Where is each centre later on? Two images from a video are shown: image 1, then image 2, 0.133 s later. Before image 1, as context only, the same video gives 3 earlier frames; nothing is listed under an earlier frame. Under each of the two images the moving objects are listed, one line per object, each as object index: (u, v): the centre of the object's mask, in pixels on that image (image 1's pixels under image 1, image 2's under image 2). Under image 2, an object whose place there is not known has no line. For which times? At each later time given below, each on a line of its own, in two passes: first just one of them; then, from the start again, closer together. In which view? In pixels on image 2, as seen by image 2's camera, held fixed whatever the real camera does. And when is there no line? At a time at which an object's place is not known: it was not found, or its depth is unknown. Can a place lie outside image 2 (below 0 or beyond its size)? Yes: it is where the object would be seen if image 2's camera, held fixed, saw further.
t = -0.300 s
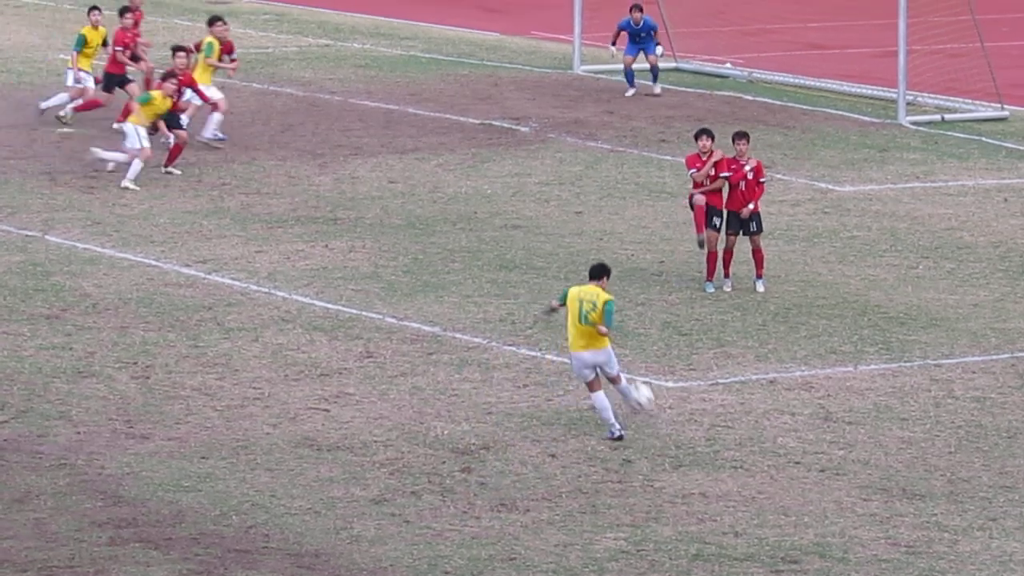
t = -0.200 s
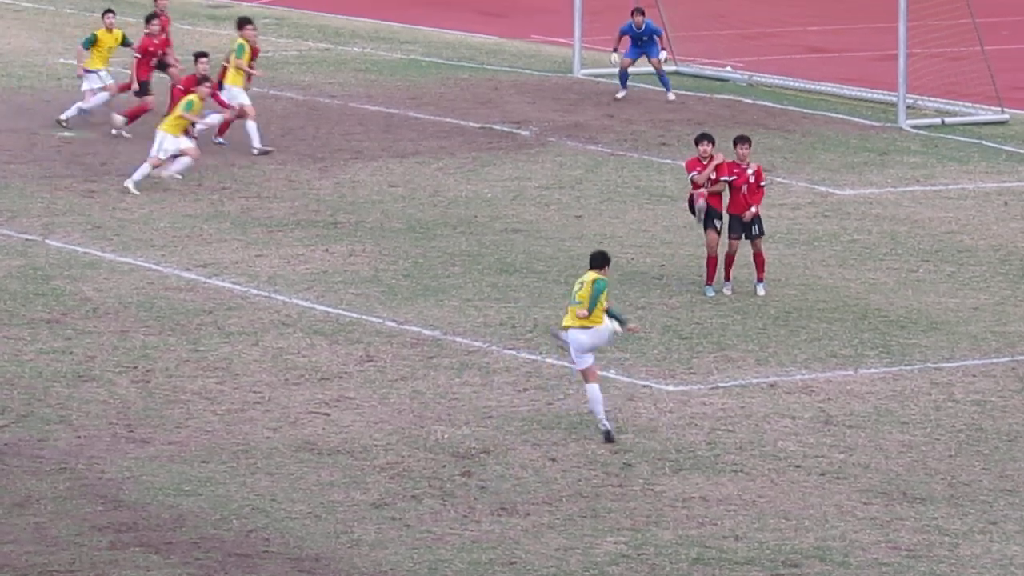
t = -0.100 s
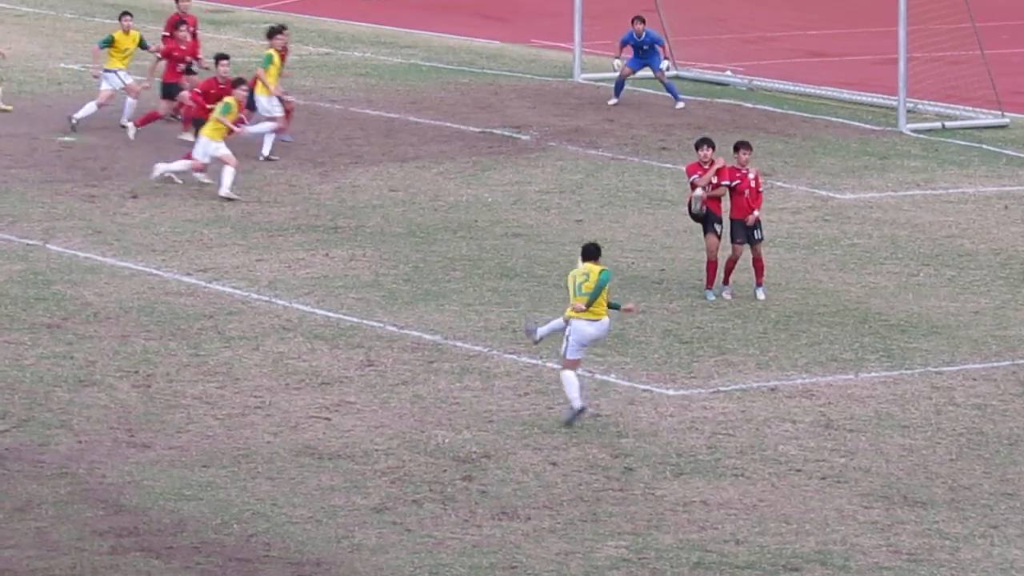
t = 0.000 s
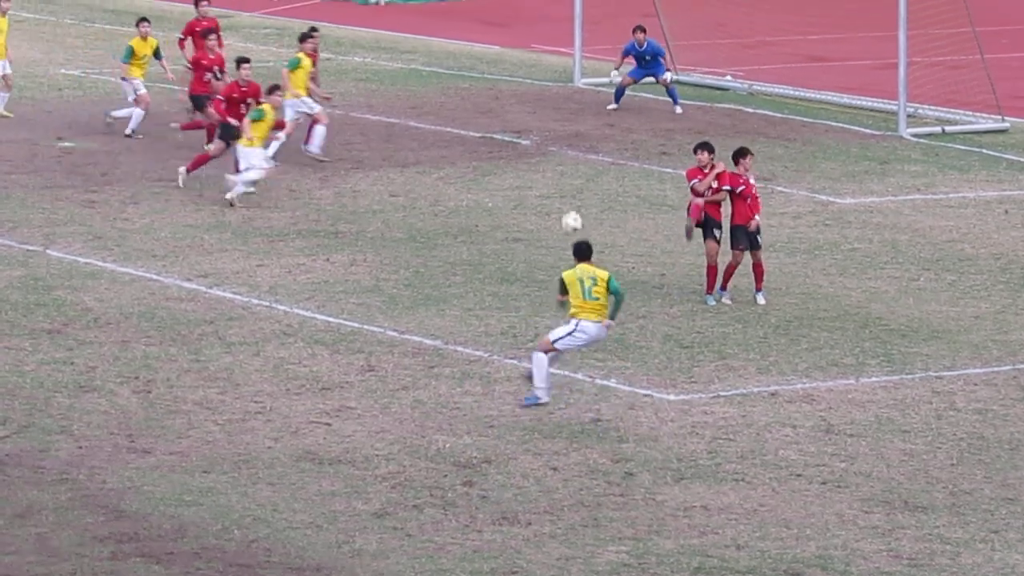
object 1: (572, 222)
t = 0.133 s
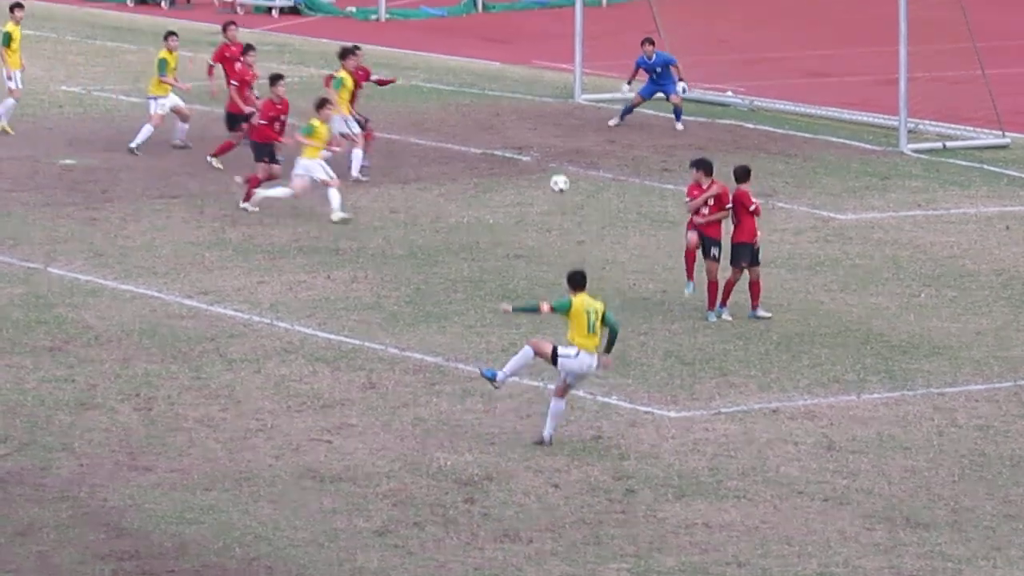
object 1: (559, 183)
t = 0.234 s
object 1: (554, 150)
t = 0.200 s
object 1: (554, 160)
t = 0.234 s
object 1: (554, 150)
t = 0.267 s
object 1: (553, 141)
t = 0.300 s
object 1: (552, 132)
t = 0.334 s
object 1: (552, 124)
